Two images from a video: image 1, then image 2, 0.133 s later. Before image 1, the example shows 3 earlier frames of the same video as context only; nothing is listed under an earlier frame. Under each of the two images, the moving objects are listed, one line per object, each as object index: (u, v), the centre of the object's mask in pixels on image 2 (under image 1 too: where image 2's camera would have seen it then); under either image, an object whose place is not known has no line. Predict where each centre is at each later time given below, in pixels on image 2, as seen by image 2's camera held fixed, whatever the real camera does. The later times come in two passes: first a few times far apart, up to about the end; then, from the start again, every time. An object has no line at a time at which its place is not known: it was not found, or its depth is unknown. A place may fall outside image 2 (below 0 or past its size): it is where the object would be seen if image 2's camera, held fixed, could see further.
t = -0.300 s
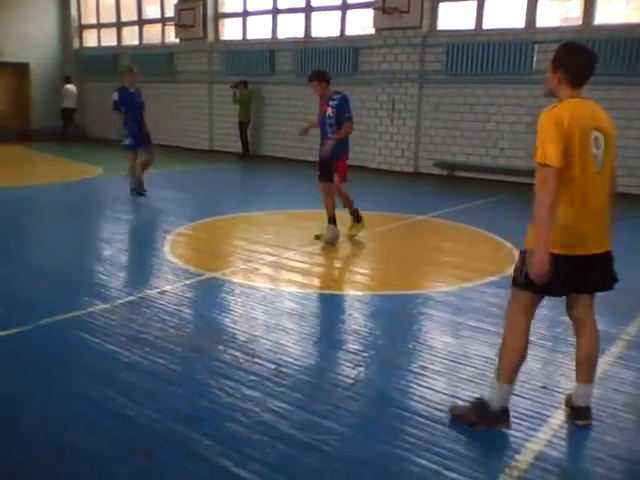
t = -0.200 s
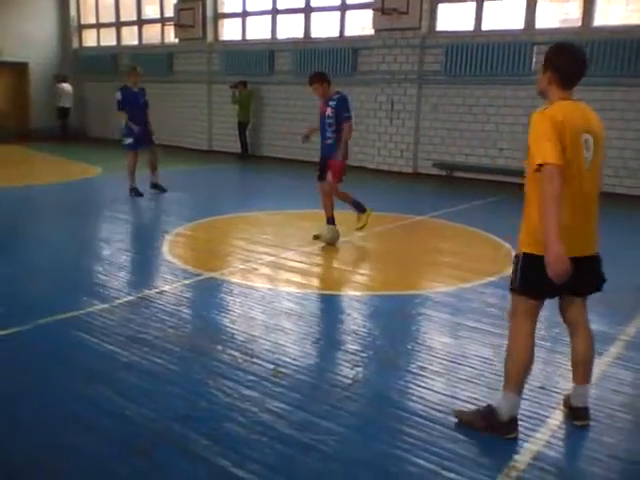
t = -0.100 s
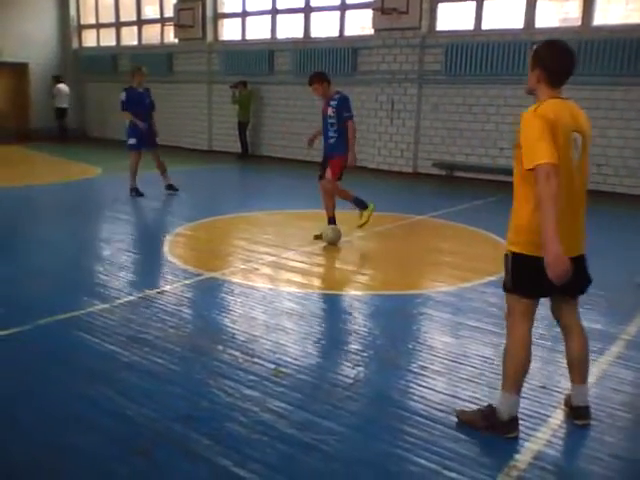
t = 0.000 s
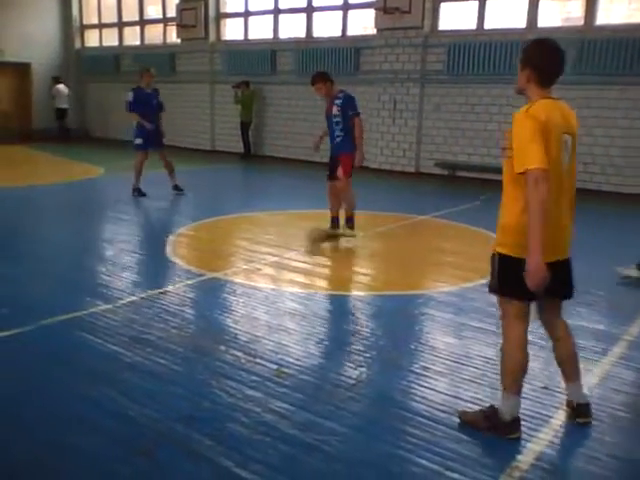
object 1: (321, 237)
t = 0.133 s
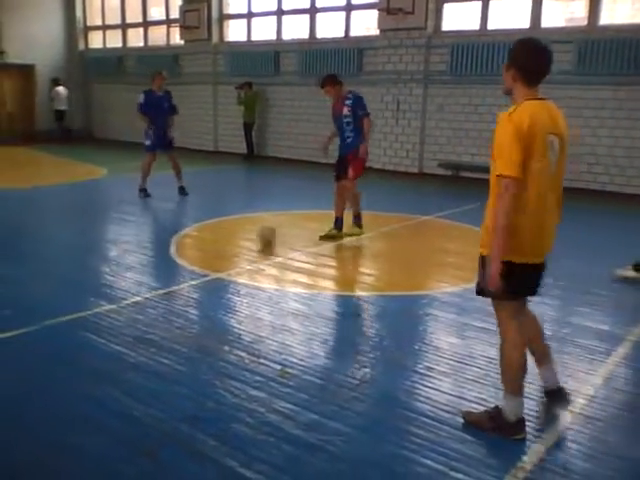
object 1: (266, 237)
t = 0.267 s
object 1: (223, 238)
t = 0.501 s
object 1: (156, 236)
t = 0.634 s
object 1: (116, 235)
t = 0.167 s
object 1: (255, 235)
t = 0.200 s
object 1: (246, 235)
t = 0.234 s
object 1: (233, 237)
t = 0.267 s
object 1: (223, 238)
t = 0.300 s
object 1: (214, 238)
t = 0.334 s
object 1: (204, 238)
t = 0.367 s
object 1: (195, 235)
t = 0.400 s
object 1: (186, 238)
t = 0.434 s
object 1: (177, 239)
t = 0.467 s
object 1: (167, 237)
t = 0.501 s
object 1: (156, 236)
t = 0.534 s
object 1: (148, 235)
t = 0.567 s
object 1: (136, 236)
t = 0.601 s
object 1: (126, 236)
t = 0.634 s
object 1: (116, 235)
